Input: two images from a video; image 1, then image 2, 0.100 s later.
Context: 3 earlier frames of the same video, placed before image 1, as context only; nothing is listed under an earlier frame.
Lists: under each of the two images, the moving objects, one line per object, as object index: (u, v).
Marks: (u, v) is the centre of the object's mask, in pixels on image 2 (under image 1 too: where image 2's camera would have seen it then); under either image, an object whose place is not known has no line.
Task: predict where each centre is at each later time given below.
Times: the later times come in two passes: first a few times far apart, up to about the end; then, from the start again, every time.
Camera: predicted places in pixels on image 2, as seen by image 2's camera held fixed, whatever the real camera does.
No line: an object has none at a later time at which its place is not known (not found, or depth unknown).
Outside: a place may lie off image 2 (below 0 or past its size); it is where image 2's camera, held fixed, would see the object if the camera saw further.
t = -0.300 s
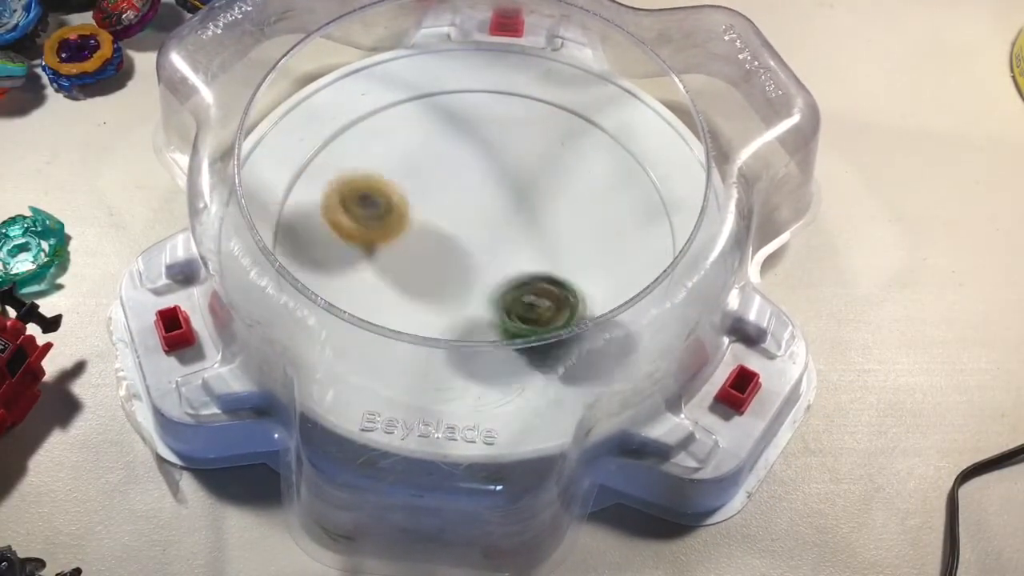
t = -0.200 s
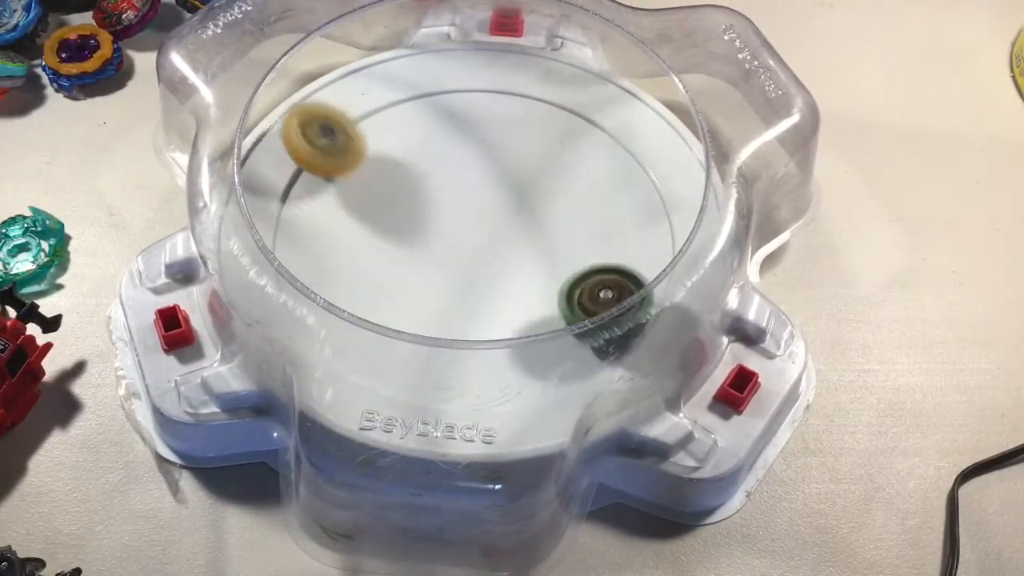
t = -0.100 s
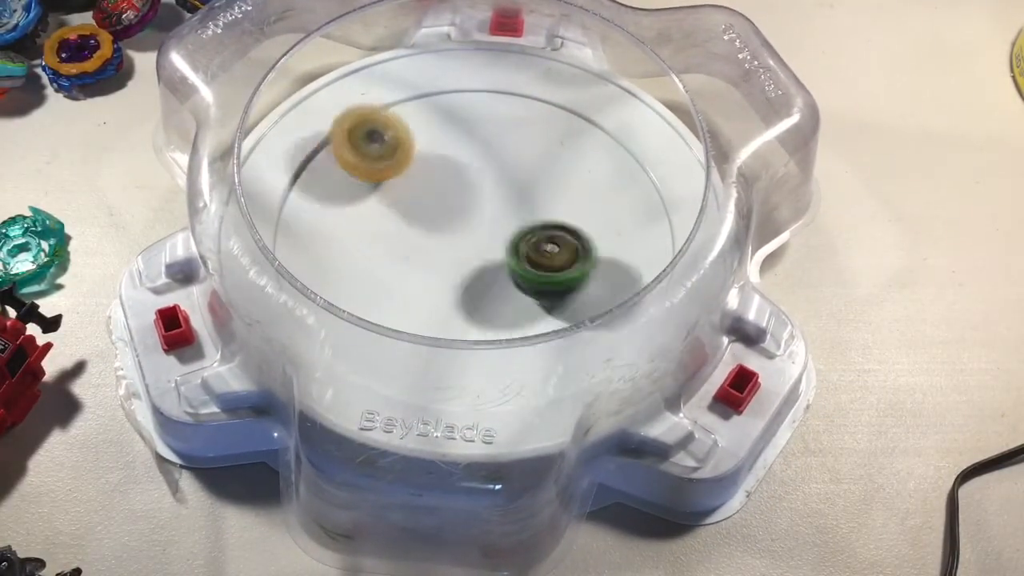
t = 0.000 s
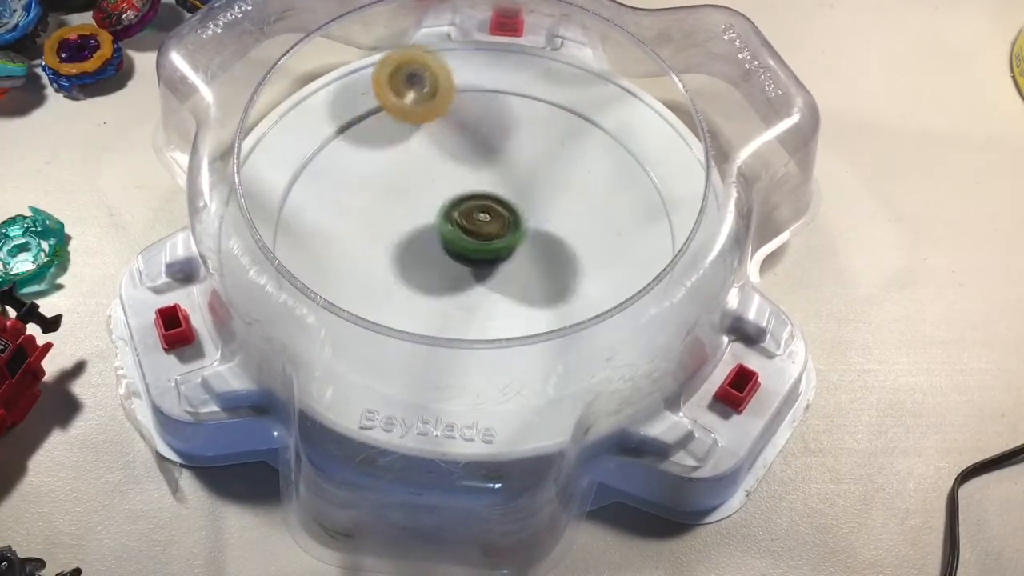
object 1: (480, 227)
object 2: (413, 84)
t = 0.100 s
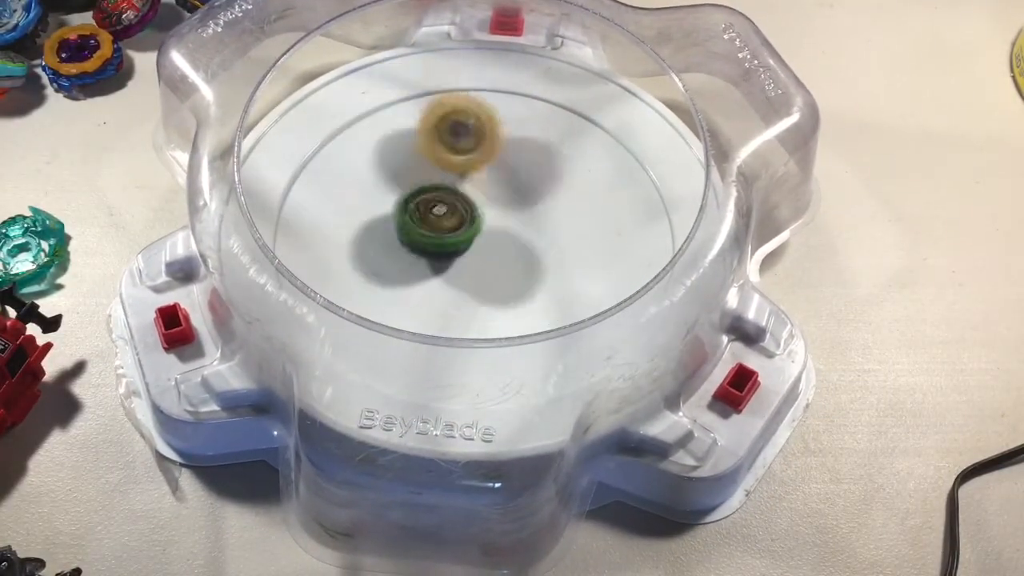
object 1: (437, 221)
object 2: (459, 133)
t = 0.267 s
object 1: (424, 220)
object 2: (568, 103)
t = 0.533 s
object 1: (475, 196)
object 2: (630, 245)
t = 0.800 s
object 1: (525, 222)
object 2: (480, 329)
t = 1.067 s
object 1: (487, 262)
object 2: (379, 241)
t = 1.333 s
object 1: (448, 244)
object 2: (417, 145)
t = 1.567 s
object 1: (458, 244)
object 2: (530, 129)
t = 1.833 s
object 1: (478, 284)
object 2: (552, 211)
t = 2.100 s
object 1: (409, 234)
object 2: (513, 313)
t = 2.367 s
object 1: (517, 199)
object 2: (413, 219)
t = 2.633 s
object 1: (538, 256)
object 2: (530, 149)
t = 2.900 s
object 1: (441, 245)
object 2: (543, 259)
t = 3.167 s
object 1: (436, 207)
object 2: (464, 282)
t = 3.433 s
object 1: (469, 179)
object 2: (401, 250)
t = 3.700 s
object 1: (510, 188)
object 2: (411, 193)
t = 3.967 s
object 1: (564, 263)
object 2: (448, 146)
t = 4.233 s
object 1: (539, 304)
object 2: (499, 155)
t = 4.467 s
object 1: (473, 304)
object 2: (499, 207)
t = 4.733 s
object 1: (389, 264)
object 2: (486, 214)
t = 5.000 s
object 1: (375, 197)
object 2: (500, 202)
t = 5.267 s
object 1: (454, 163)
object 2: (500, 226)
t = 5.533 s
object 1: (536, 180)
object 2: (464, 236)
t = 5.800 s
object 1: (537, 254)
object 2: (442, 223)
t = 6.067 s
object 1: (454, 287)
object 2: (454, 210)
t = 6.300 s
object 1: (422, 254)
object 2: (451, 197)
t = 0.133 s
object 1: (428, 231)
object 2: (489, 125)
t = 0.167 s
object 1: (426, 234)
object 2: (517, 117)
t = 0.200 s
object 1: (425, 230)
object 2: (543, 109)
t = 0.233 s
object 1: (424, 225)
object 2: (563, 102)
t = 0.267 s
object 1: (424, 220)
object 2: (568, 103)
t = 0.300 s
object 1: (425, 216)
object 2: (562, 115)
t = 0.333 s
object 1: (427, 211)
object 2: (567, 132)
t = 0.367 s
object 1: (431, 207)
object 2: (579, 154)
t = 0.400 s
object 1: (438, 203)
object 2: (591, 176)
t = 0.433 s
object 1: (446, 200)
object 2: (604, 197)
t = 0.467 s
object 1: (455, 198)
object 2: (615, 216)
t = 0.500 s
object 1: (465, 196)
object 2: (625, 231)
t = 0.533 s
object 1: (475, 196)
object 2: (630, 245)
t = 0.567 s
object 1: (486, 196)
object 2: (626, 254)
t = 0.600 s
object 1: (496, 197)
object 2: (614, 265)
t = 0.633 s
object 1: (506, 199)
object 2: (595, 276)
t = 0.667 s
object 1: (513, 201)
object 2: (570, 287)
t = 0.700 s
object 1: (518, 204)
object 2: (544, 298)
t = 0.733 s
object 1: (522, 209)
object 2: (519, 307)
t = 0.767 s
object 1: (524, 215)
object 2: (496, 313)
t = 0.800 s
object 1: (525, 222)
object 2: (480, 329)
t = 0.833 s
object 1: (524, 229)
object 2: (464, 335)
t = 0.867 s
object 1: (522, 237)
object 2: (452, 334)
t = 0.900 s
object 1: (518, 245)
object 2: (440, 324)
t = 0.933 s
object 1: (514, 252)
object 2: (429, 307)
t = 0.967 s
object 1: (509, 256)
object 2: (417, 294)
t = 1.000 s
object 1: (502, 260)
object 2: (405, 277)
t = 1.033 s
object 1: (495, 261)
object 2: (391, 258)
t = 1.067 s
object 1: (487, 262)
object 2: (379, 241)
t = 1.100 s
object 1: (479, 260)
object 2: (369, 224)
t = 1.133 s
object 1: (470, 259)
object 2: (364, 210)
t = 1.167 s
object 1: (462, 257)
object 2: (362, 197)
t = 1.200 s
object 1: (455, 255)
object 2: (366, 184)
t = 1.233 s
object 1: (450, 254)
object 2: (375, 173)
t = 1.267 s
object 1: (448, 252)
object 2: (387, 163)
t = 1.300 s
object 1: (447, 247)
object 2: (401, 154)
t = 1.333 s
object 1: (448, 244)
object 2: (417, 145)
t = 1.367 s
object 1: (450, 239)
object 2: (432, 137)
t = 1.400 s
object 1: (454, 234)
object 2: (448, 131)
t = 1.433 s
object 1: (459, 230)
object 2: (461, 128)
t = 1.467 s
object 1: (463, 226)
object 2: (474, 129)
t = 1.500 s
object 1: (469, 221)
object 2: (487, 134)
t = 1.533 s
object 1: (476, 217)
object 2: (500, 143)
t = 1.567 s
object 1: (458, 244)
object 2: (530, 129)
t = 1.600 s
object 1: (446, 269)
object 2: (552, 114)
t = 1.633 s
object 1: (449, 282)
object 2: (566, 102)
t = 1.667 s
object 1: (456, 289)
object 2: (564, 103)
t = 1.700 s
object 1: (462, 292)
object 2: (548, 122)
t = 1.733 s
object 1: (466, 292)
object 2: (545, 140)
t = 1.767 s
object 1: (470, 290)
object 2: (550, 161)
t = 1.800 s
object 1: (473, 288)
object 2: (552, 186)
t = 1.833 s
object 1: (478, 284)
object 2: (552, 211)
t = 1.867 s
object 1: (476, 279)
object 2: (553, 234)
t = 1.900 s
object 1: (436, 277)
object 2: (571, 250)
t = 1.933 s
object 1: (418, 274)
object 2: (576, 266)
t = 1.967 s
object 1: (410, 269)
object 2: (573, 282)
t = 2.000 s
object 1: (404, 262)
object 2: (566, 293)
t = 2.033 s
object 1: (403, 253)
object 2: (551, 303)
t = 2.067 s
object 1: (404, 245)
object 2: (533, 309)
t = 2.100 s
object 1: (409, 234)
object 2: (513, 313)
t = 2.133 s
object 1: (416, 225)
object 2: (492, 313)
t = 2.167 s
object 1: (427, 217)
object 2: (471, 310)
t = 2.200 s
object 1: (439, 209)
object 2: (451, 302)
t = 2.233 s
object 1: (454, 204)
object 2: (436, 291)
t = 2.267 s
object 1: (471, 200)
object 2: (422, 275)
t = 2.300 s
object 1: (488, 198)
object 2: (414, 257)
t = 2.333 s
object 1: (503, 197)
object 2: (411, 239)
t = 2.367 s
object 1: (517, 199)
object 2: (413, 219)
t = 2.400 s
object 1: (530, 202)
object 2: (419, 203)
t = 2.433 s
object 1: (539, 208)
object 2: (428, 187)
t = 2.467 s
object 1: (546, 216)
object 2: (442, 173)
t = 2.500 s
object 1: (550, 224)
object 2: (457, 162)
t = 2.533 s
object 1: (551, 233)
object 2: (474, 153)
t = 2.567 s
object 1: (549, 241)
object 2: (494, 148)
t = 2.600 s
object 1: (545, 249)
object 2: (512, 146)
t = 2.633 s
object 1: (538, 256)
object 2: (530, 149)
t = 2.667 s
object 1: (528, 262)
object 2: (546, 156)
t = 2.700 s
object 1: (515, 267)
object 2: (559, 166)
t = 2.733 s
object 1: (500, 269)
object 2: (569, 179)
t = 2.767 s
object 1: (486, 268)
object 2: (574, 196)
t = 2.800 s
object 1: (473, 265)
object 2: (573, 214)
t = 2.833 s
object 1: (460, 260)
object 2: (568, 230)
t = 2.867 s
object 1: (449, 253)
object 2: (558, 246)
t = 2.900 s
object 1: (441, 245)
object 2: (543, 259)
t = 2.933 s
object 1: (438, 241)
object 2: (535, 265)
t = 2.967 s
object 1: (436, 236)
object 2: (526, 269)
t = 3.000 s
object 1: (435, 232)
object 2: (515, 275)
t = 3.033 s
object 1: (435, 226)
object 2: (505, 277)
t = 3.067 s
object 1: (433, 222)
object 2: (496, 278)
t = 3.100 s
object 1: (433, 217)
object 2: (485, 281)
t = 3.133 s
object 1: (435, 212)
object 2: (476, 282)
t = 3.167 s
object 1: (436, 207)
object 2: (464, 282)
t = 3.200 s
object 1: (438, 202)
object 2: (455, 282)
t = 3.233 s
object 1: (441, 198)
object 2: (446, 280)
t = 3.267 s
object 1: (444, 194)
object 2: (436, 277)
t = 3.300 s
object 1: (449, 190)
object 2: (427, 274)
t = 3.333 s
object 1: (454, 186)
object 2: (420, 268)
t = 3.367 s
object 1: (459, 183)
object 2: (412, 262)
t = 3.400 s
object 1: (464, 180)
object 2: (406, 257)
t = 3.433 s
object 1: (469, 179)
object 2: (401, 250)
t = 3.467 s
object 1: (475, 178)
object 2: (397, 243)
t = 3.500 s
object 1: (481, 177)
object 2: (396, 236)
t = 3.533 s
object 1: (486, 177)
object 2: (395, 227)
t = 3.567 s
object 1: (491, 178)
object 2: (395, 221)
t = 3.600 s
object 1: (497, 180)
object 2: (397, 214)
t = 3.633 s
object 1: (502, 182)
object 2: (400, 206)
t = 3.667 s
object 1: (506, 185)
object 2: (405, 199)
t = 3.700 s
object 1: (510, 188)
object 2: (411, 193)
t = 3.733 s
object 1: (514, 192)
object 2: (416, 188)
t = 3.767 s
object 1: (517, 197)
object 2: (423, 183)
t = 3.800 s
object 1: (519, 202)
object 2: (430, 178)
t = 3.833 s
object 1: (524, 211)
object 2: (436, 171)
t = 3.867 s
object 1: (539, 229)
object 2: (436, 160)
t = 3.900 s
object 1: (552, 245)
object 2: (440, 154)
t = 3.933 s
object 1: (560, 256)
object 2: (445, 149)
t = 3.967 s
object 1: (564, 263)
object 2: (448, 146)
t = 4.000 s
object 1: (567, 270)
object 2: (454, 142)
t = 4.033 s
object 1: (568, 277)
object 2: (460, 141)
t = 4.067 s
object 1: (567, 283)
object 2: (467, 140)
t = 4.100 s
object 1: (563, 289)
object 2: (474, 141)
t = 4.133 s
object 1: (559, 294)
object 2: (481, 142)
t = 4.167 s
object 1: (553, 298)
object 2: (488, 145)
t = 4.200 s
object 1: (546, 301)
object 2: (493, 150)
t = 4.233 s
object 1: (539, 304)
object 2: (499, 155)
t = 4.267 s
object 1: (531, 307)
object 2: (502, 162)
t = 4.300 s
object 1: (521, 308)
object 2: (505, 169)
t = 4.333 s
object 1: (511, 309)
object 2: (505, 176)
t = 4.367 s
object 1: (501, 309)
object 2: (506, 183)
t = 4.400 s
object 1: (492, 308)
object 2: (504, 192)
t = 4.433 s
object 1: (483, 306)
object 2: (502, 199)
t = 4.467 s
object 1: (473, 304)
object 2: (499, 207)
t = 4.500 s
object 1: (465, 299)
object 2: (494, 213)
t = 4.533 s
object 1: (459, 288)
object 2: (489, 219)
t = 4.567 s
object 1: (451, 282)
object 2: (483, 224)
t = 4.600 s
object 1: (442, 278)
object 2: (485, 222)
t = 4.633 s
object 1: (432, 273)
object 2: (485, 222)
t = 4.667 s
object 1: (411, 273)
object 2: (489, 219)
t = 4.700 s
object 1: (397, 269)
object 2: (490, 217)
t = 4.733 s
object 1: (389, 264)
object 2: (486, 214)
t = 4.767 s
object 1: (386, 257)
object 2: (482, 210)
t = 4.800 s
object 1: (384, 249)
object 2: (479, 206)
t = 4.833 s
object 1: (386, 241)
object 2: (475, 202)
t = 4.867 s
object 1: (388, 232)
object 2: (470, 199)
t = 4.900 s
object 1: (391, 225)
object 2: (468, 197)
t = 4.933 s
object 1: (382, 215)
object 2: (481, 198)
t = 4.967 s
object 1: (375, 206)
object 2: (494, 198)
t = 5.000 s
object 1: (375, 197)
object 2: (500, 202)
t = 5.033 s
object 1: (378, 191)
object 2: (500, 204)
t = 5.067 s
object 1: (385, 183)
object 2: (500, 203)
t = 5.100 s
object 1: (394, 179)
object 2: (501, 205)
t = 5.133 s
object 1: (405, 173)
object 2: (505, 206)
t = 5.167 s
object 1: (415, 170)
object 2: (508, 210)
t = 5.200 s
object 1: (428, 166)
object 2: (507, 217)
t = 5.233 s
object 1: (440, 166)
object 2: (504, 221)
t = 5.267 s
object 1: (454, 163)
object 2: (500, 226)
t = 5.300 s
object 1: (464, 161)
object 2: (498, 234)
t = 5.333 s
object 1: (476, 158)
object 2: (496, 233)
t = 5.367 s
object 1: (488, 161)
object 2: (492, 237)
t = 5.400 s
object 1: (496, 164)
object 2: (487, 236)
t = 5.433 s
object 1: (508, 164)
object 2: (482, 239)
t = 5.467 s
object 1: (519, 169)
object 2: (475, 239)
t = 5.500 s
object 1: (529, 173)
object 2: (467, 238)
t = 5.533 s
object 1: (536, 180)
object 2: (464, 236)
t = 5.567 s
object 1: (543, 188)
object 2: (457, 235)
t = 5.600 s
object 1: (548, 197)
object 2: (453, 233)
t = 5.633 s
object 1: (552, 206)
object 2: (448, 231)
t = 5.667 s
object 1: (553, 217)
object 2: (447, 230)
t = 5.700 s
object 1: (551, 228)
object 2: (443, 228)
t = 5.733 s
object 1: (550, 236)
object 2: (443, 227)
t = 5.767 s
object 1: (544, 247)
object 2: (440, 225)
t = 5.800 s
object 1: (537, 254)
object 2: (442, 223)
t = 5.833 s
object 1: (528, 262)
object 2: (443, 224)
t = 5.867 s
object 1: (518, 267)
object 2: (443, 222)
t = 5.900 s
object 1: (508, 273)
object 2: (444, 222)
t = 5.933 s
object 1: (497, 279)
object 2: (446, 222)
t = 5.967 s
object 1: (486, 284)
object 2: (446, 219)
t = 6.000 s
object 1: (474, 287)
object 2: (448, 216)
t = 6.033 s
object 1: (464, 288)
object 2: (451, 214)
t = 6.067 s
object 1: (454, 287)
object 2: (454, 210)
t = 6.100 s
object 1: (445, 288)
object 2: (456, 206)
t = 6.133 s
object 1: (439, 280)
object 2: (455, 203)
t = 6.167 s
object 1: (435, 276)
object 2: (453, 201)
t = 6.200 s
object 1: (429, 273)
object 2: (451, 199)
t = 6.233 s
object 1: (426, 266)
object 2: (450, 198)
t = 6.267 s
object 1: (424, 260)
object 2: (450, 197)
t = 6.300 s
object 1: (422, 254)
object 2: (451, 197)
